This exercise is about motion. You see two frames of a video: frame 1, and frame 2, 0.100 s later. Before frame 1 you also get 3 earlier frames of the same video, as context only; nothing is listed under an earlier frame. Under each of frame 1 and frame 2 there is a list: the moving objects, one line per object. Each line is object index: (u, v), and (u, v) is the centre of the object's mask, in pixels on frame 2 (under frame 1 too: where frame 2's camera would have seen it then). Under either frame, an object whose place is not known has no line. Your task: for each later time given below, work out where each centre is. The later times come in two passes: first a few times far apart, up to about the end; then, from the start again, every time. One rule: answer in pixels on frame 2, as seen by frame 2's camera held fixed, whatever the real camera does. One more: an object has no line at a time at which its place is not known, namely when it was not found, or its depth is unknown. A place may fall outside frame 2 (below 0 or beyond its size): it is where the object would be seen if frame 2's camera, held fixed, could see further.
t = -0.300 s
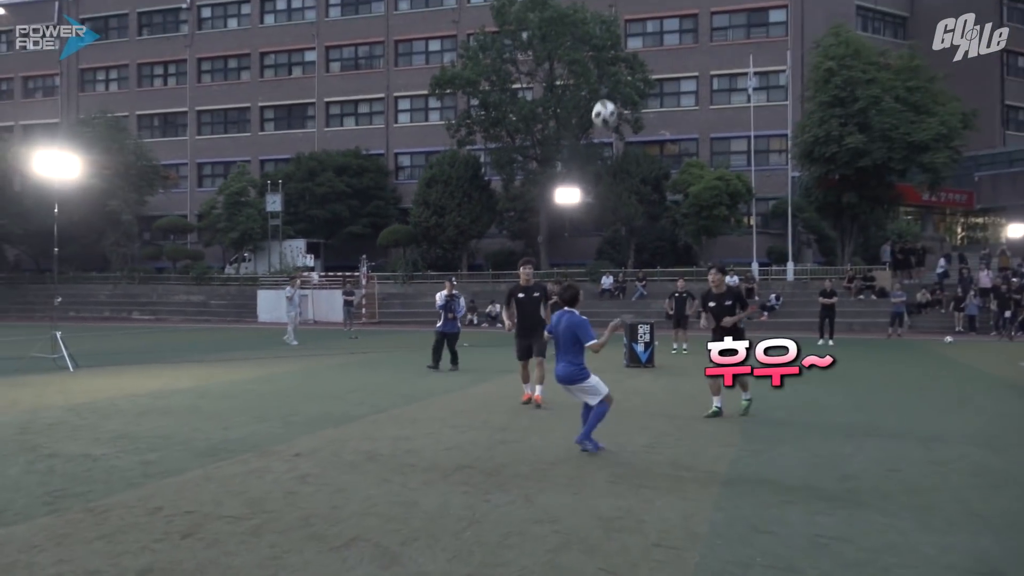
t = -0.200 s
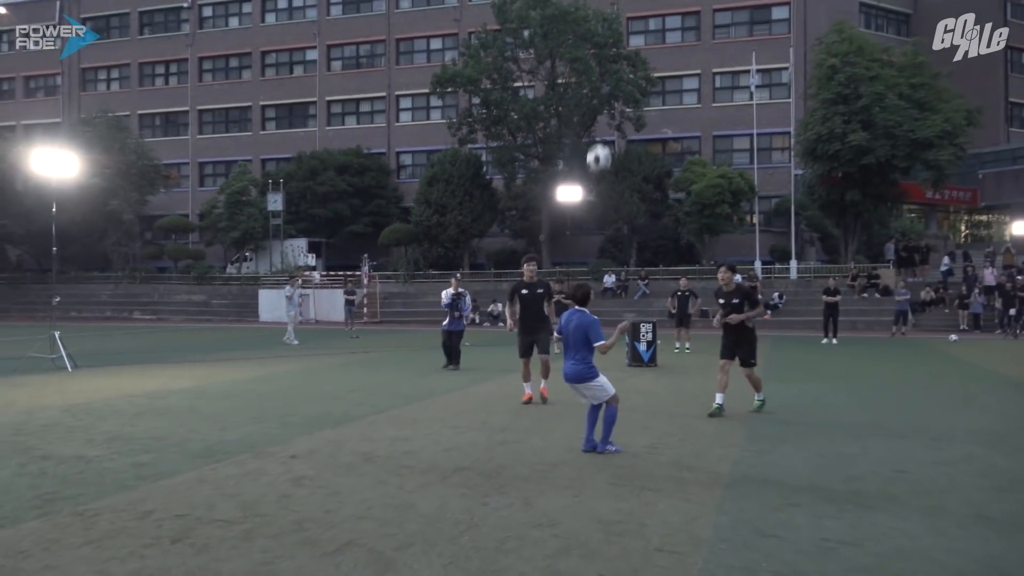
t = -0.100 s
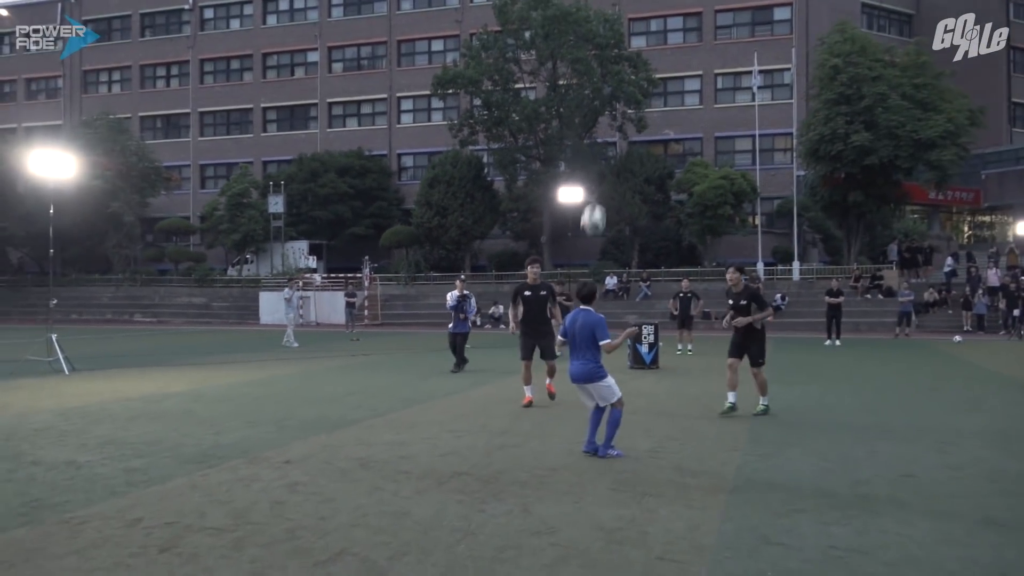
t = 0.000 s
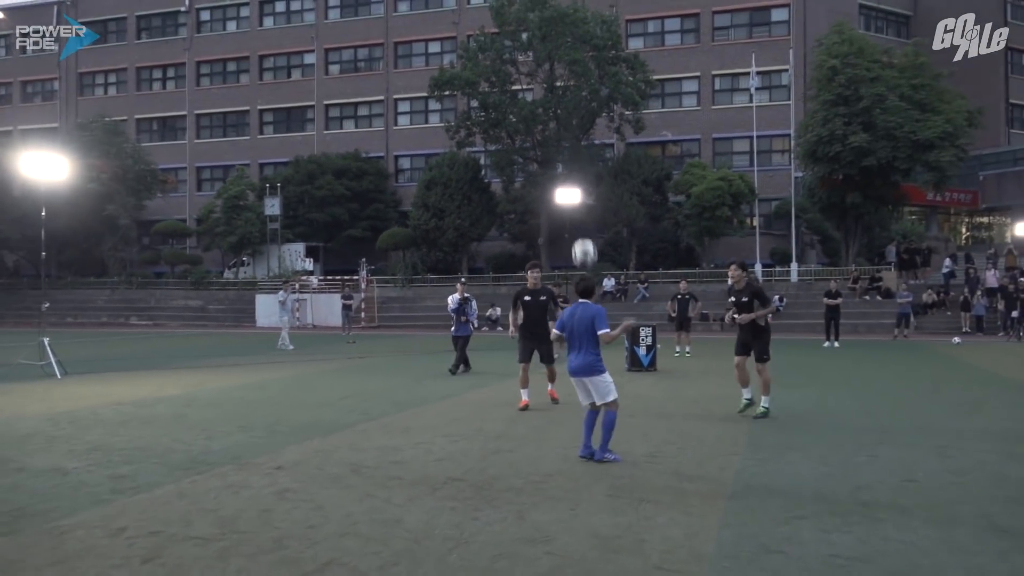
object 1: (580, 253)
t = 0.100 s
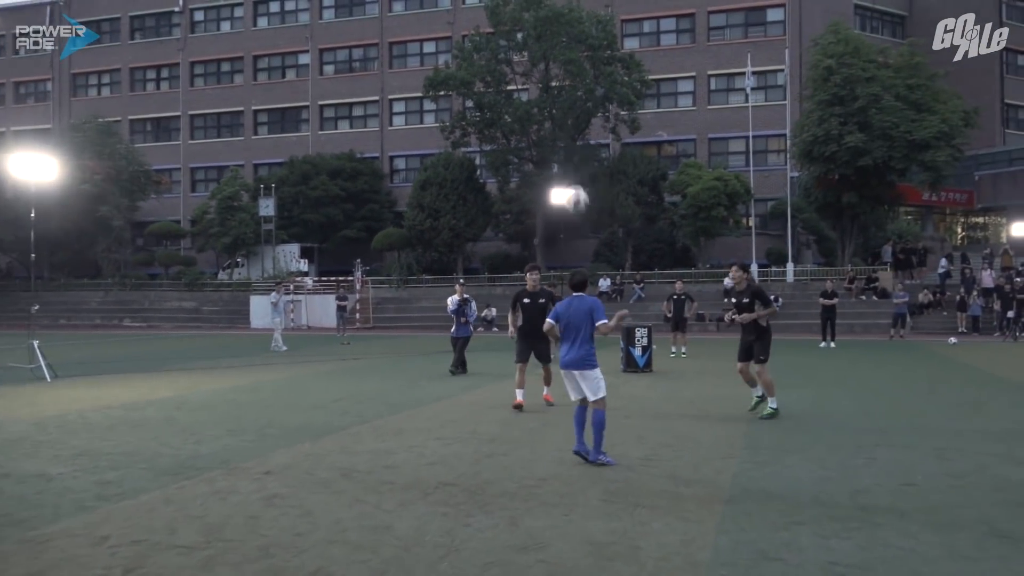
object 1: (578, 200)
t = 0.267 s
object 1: (569, 139)
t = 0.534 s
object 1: (557, 107)
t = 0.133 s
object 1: (575, 183)
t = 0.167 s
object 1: (572, 169)
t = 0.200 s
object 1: (571, 158)
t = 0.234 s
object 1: (570, 148)
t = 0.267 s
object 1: (569, 139)
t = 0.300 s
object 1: (567, 131)
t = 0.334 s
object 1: (566, 124)
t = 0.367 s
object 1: (564, 118)
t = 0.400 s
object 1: (563, 114)
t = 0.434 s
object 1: (561, 111)
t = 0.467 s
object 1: (560, 108)
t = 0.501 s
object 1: (558, 107)
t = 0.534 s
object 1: (557, 107)
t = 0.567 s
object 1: (555, 108)
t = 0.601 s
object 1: (554, 110)
